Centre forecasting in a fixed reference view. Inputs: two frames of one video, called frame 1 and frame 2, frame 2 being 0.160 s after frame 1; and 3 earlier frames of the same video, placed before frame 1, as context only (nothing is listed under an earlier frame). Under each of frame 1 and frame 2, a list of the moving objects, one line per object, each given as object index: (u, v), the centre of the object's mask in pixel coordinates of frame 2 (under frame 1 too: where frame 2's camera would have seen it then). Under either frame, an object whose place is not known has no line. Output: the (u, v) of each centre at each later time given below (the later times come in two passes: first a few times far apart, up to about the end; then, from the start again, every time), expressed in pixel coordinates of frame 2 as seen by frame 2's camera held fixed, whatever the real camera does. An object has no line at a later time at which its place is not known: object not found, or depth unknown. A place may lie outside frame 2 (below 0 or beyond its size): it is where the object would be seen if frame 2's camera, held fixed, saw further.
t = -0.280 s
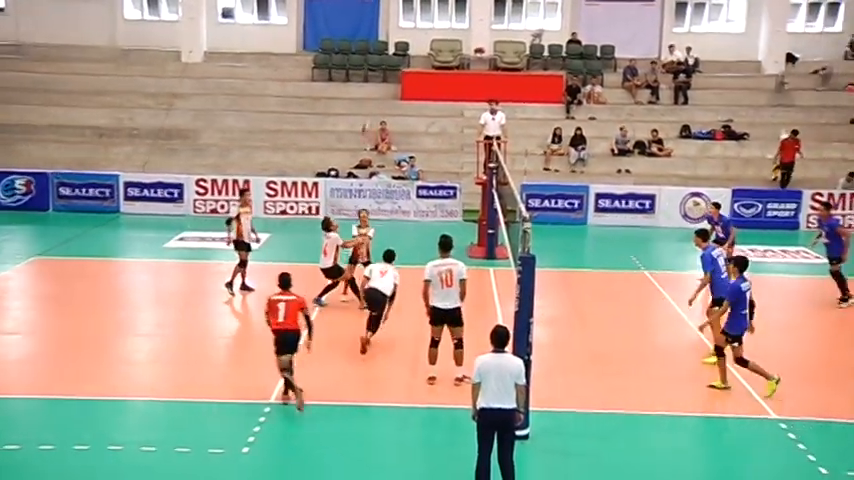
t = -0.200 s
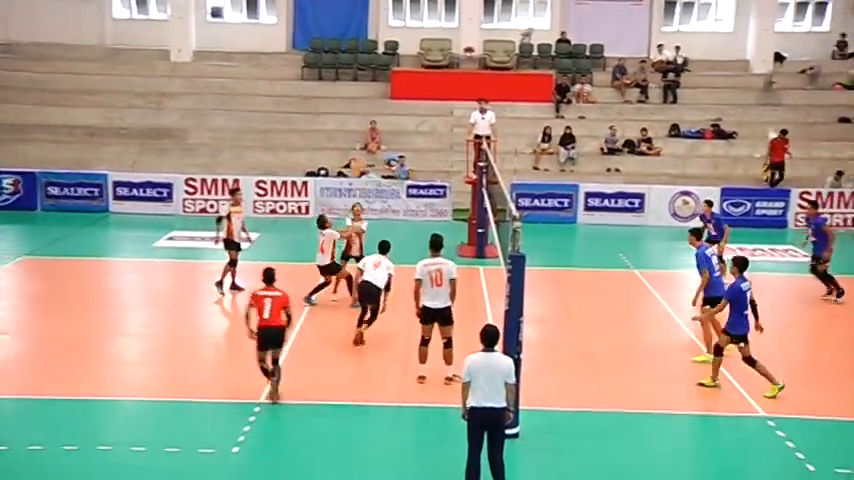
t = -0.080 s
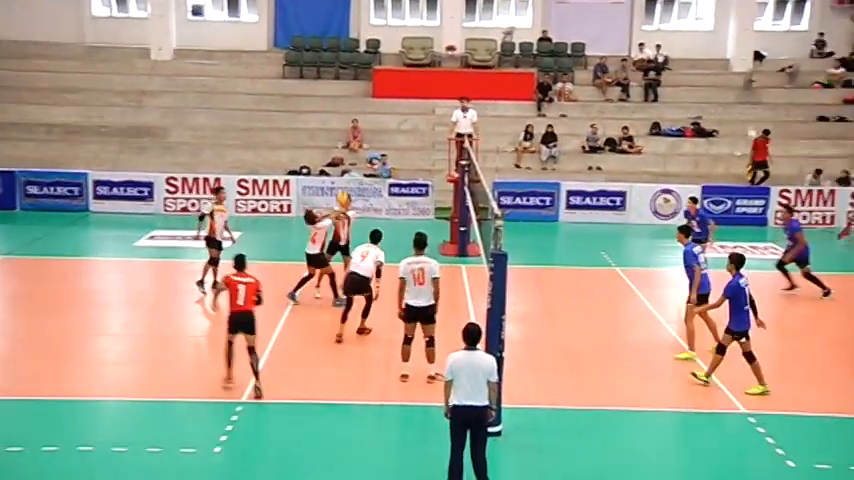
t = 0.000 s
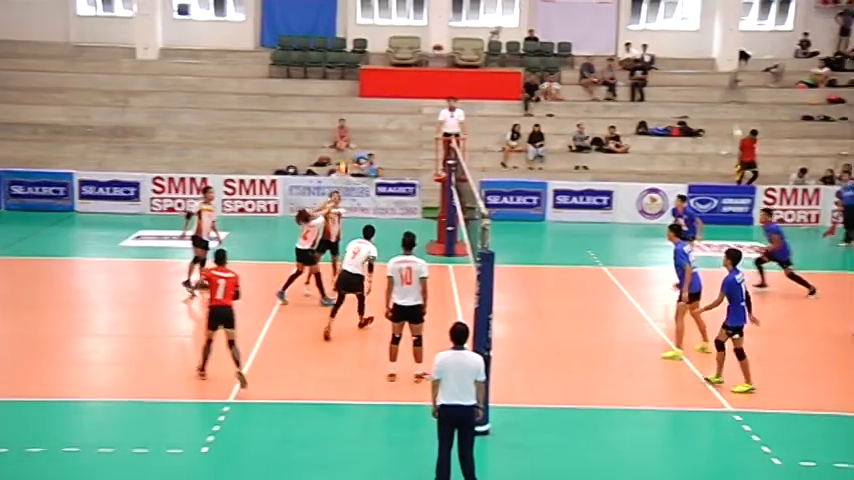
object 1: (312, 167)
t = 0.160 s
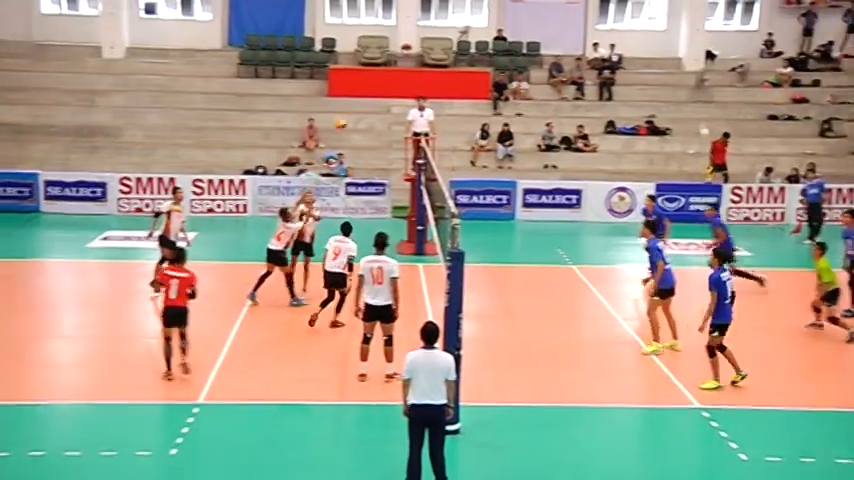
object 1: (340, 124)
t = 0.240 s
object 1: (354, 106)
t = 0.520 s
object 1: (406, 78)
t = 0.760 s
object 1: (451, 95)
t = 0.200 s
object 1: (348, 114)
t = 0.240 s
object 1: (354, 106)
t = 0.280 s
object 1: (362, 99)
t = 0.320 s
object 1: (368, 93)
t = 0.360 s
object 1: (376, 88)
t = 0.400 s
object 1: (384, 84)
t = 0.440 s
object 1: (391, 81)
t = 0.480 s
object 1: (398, 79)
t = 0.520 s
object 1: (406, 78)
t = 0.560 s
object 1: (413, 79)
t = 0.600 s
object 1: (421, 80)
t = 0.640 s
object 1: (428, 82)
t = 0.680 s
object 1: (436, 85)
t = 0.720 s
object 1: (443, 89)
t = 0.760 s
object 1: (451, 95)
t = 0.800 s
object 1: (458, 102)
